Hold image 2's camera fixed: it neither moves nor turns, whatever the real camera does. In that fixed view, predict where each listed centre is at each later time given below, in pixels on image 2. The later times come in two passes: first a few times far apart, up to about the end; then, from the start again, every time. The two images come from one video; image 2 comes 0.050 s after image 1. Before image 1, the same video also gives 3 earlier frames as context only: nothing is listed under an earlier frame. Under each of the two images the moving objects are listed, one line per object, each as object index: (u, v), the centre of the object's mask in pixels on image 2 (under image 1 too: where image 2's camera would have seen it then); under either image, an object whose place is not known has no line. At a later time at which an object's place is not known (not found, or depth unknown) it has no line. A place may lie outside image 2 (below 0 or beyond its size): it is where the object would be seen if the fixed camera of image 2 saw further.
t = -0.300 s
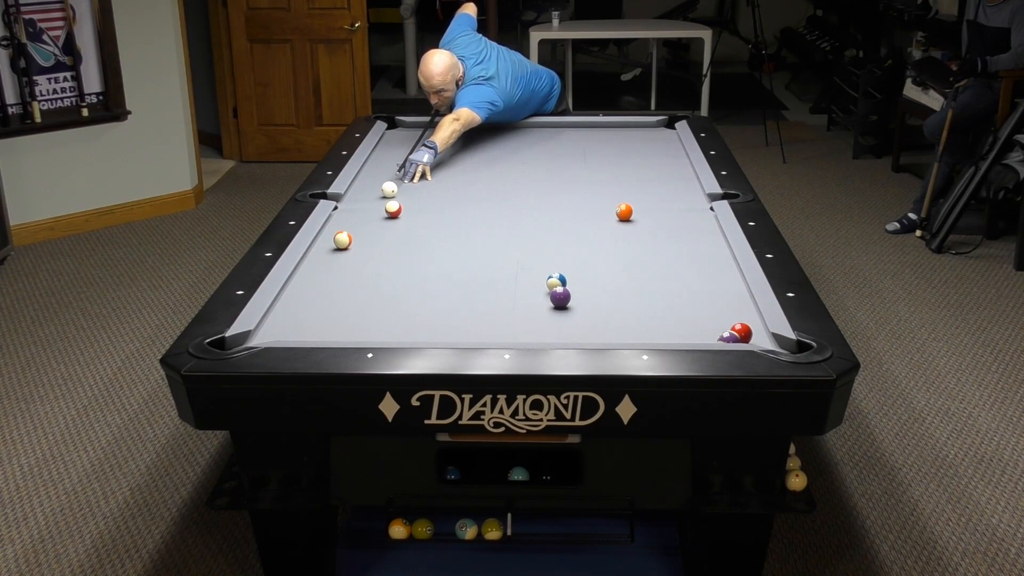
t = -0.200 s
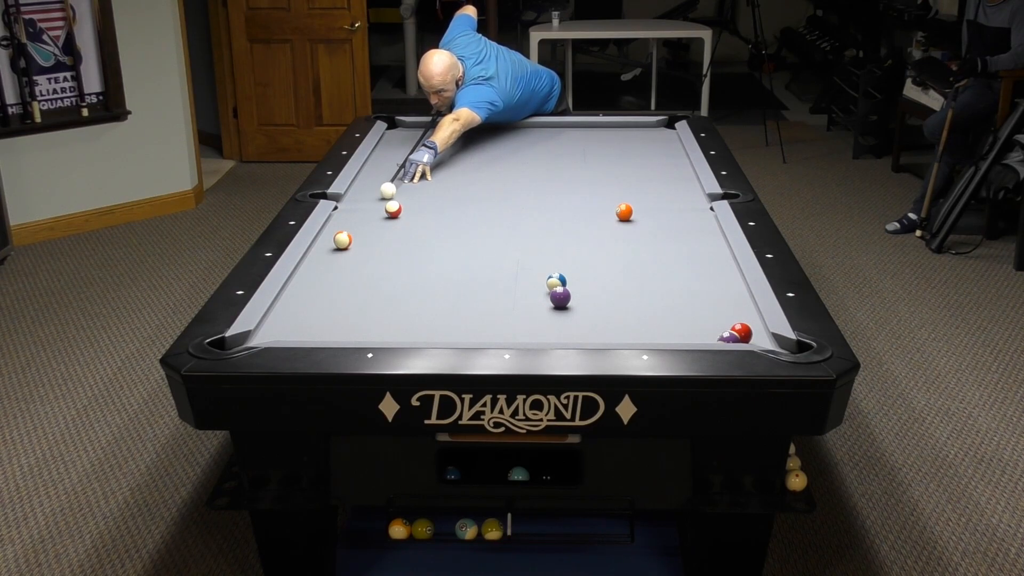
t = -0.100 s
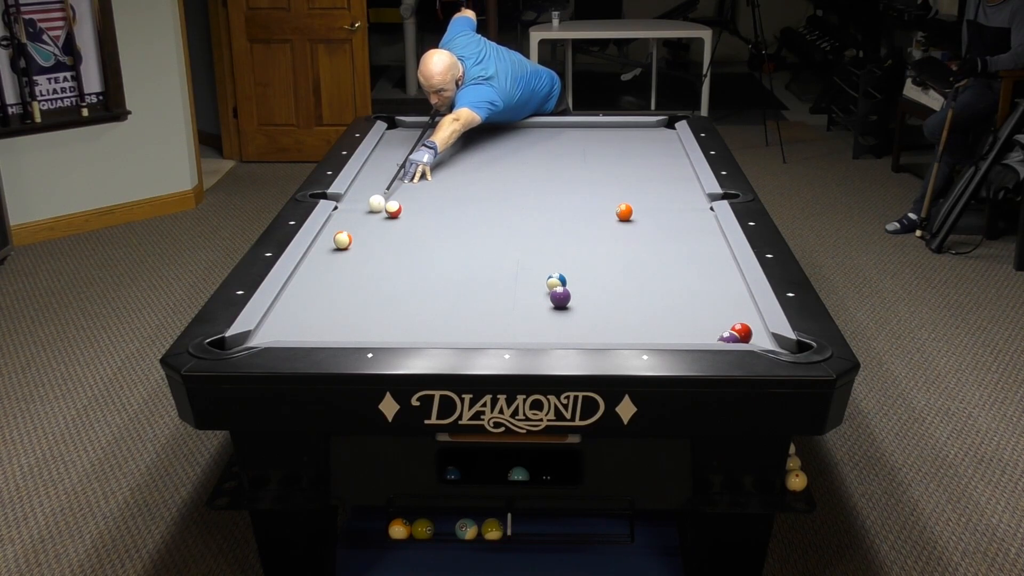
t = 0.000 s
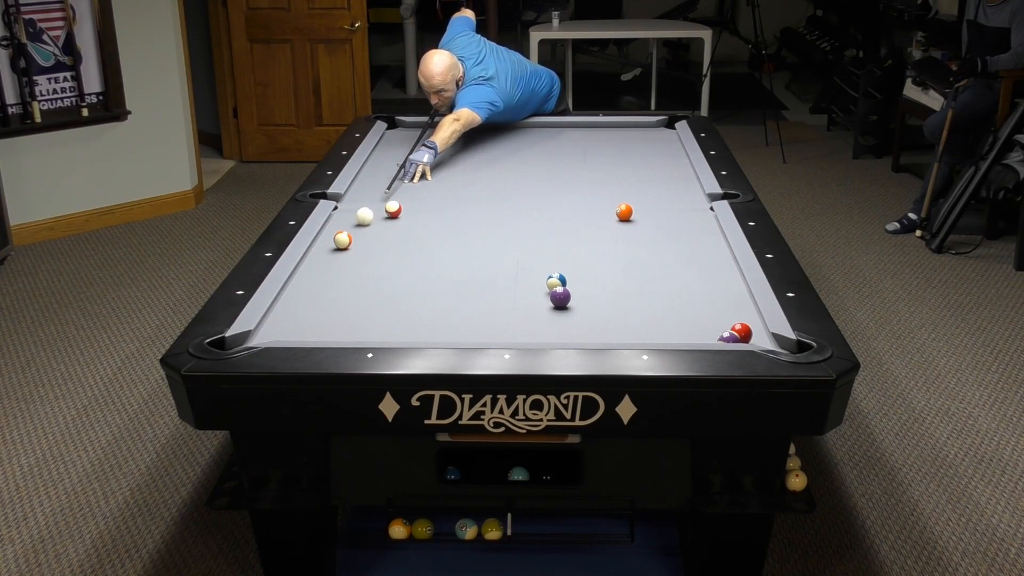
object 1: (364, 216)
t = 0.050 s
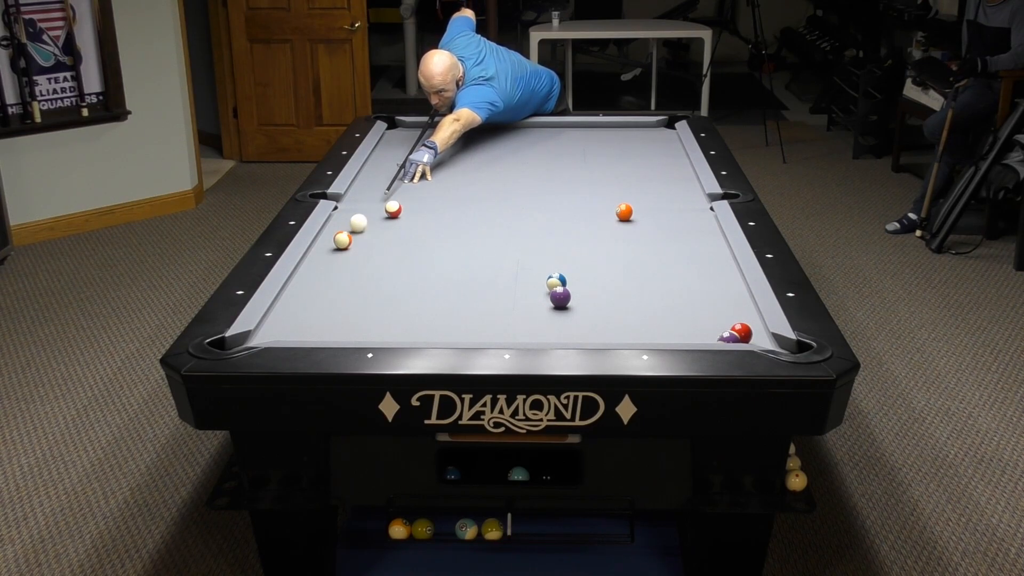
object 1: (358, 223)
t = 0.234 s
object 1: (346, 235)
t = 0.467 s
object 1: (337, 243)
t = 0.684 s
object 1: (329, 251)
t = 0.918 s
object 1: (319, 260)
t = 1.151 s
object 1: (309, 269)
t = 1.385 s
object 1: (300, 277)
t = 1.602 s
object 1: (295, 285)
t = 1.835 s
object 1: (293, 292)
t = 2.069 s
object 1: (291, 300)
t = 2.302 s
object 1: (289, 307)
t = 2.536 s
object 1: (287, 313)
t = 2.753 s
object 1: (285, 319)
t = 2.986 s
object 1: (283, 325)
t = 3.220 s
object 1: (281, 330)
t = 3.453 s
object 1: (279, 333)
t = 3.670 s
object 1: (278, 335)
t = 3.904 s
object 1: (277, 335)
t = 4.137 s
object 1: (277, 334)
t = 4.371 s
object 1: (276, 334)
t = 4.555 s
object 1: (276, 334)
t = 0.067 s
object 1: (356, 225)
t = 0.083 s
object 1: (354, 227)
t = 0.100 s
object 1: (352, 229)
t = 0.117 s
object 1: (351, 230)
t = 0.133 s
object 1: (350, 231)
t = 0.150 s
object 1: (349, 232)
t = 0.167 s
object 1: (348, 233)
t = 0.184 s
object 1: (347, 234)
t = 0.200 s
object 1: (346, 235)
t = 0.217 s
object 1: (346, 235)
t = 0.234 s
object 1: (346, 235)
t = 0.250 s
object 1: (345, 236)
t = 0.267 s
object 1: (345, 236)
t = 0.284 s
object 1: (344, 236)
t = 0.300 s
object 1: (344, 237)
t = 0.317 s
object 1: (343, 237)
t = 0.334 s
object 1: (342, 238)
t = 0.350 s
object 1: (342, 238)
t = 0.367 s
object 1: (341, 239)
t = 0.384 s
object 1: (340, 240)
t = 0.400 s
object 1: (340, 240)
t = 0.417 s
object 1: (339, 241)
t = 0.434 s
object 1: (339, 242)
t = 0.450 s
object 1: (338, 242)
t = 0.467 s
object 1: (337, 243)
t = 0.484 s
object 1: (336, 243)
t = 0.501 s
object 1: (336, 244)
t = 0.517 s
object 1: (335, 245)
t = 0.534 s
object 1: (334, 245)
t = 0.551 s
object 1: (334, 246)
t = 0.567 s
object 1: (333, 247)
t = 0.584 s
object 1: (333, 247)
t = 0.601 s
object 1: (332, 248)
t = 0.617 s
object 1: (331, 249)
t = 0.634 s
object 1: (331, 249)
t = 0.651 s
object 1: (330, 250)
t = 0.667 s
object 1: (329, 250)
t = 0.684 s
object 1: (329, 251)
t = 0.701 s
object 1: (328, 252)
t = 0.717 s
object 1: (327, 252)
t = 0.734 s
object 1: (327, 253)
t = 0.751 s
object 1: (326, 254)
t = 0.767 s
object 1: (325, 254)
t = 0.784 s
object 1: (324, 255)
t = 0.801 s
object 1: (324, 255)
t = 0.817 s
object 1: (323, 256)
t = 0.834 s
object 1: (322, 257)
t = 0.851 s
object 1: (322, 257)
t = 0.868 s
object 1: (321, 258)
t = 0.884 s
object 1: (320, 259)
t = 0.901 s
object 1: (320, 259)
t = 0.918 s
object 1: (319, 260)
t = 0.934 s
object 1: (318, 260)
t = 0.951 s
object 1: (318, 261)
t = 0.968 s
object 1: (317, 262)
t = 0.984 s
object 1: (316, 262)
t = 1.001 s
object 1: (316, 263)
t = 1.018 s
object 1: (315, 264)
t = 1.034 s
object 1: (314, 264)
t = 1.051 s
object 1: (314, 265)
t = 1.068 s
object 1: (313, 266)
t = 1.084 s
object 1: (312, 266)
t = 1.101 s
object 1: (312, 267)
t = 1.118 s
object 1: (311, 267)
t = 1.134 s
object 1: (310, 268)
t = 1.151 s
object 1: (309, 269)
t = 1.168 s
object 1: (309, 269)
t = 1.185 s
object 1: (308, 270)
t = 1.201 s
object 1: (308, 270)
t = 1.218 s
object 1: (307, 271)
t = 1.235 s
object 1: (306, 272)
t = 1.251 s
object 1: (306, 272)
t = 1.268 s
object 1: (305, 273)
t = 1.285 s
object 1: (304, 273)
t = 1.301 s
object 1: (304, 274)
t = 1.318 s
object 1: (303, 275)
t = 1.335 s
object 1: (302, 275)
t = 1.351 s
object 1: (302, 276)
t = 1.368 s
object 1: (301, 276)
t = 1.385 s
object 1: (300, 277)
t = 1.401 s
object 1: (300, 278)
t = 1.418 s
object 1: (299, 278)
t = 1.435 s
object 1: (299, 279)
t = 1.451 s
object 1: (298, 279)
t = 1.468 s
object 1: (297, 280)
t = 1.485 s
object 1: (297, 281)
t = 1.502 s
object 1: (296, 281)
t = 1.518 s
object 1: (296, 282)
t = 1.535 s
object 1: (296, 282)
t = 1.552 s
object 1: (296, 283)
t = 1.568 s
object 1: (295, 284)
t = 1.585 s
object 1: (295, 284)
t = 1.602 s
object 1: (295, 285)
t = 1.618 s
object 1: (295, 285)
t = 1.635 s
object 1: (295, 286)
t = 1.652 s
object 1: (294, 286)
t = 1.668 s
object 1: (294, 287)
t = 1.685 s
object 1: (294, 287)
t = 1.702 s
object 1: (294, 288)
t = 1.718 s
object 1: (294, 288)
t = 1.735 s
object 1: (294, 289)
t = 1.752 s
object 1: (293, 289)
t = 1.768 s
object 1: (293, 290)
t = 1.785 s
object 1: (293, 291)
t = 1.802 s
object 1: (293, 291)
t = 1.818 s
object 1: (293, 292)
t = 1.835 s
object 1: (293, 292)
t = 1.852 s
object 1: (293, 293)
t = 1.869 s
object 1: (292, 293)
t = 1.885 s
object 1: (292, 294)
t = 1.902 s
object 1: (292, 294)
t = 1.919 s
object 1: (292, 295)
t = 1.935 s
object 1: (292, 295)
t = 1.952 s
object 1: (292, 296)
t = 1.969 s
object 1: (292, 296)
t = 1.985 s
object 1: (291, 297)
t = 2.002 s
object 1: (291, 297)
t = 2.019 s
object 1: (291, 298)
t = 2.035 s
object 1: (291, 298)
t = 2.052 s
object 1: (291, 299)
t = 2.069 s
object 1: (291, 300)
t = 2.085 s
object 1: (291, 300)
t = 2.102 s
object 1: (290, 301)
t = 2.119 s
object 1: (290, 301)
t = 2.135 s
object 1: (290, 302)
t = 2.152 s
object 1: (290, 302)
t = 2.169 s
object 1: (290, 303)
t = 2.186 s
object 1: (290, 303)
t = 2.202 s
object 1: (290, 304)
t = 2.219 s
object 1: (290, 304)
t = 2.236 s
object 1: (289, 305)
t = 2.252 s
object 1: (289, 305)
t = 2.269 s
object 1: (289, 306)
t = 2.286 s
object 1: (289, 306)
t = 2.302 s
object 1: (289, 307)
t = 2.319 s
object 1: (289, 307)
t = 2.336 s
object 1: (289, 308)
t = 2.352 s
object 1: (288, 308)
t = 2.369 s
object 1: (288, 309)
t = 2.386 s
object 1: (288, 309)
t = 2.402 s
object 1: (288, 310)
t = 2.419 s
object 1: (288, 310)
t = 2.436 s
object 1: (288, 310)
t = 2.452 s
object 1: (288, 311)
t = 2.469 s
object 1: (288, 311)
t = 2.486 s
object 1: (288, 312)
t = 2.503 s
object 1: (287, 312)
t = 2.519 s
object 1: (287, 313)
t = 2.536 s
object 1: (287, 313)
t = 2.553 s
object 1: (287, 314)
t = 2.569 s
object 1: (287, 314)
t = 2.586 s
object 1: (287, 315)
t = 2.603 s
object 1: (287, 315)
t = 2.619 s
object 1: (287, 316)
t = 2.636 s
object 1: (286, 316)
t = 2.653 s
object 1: (286, 317)
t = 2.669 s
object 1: (286, 317)
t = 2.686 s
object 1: (286, 317)
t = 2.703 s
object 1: (286, 318)
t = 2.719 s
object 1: (286, 318)
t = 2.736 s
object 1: (286, 319)
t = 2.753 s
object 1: (285, 319)
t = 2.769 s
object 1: (285, 320)
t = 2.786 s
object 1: (285, 320)
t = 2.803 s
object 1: (285, 321)
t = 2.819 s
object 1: (285, 321)
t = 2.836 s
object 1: (285, 322)
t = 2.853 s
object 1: (285, 322)
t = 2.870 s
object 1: (284, 322)
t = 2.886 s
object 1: (284, 323)
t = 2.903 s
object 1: (284, 323)
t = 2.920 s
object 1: (284, 324)
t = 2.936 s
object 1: (284, 324)
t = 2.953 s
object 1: (284, 324)
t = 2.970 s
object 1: (284, 325)
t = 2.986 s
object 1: (283, 325)
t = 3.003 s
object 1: (283, 326)
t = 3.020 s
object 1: (283, 326)
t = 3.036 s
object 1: (283, 327)
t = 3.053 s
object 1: (283, 327)
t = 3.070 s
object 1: (283, 327)
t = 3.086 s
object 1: (283, 328)
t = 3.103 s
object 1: (283, 328)
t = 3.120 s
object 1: (282, 328)
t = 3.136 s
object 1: (282, 328)
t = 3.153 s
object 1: (282, 329)
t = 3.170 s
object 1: (282, 329)
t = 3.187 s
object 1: (282, 329)
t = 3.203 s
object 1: (282, 330)
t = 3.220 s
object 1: (281, 330)
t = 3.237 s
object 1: (281, 330)
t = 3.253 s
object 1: (281, 330)
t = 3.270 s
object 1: (281, 331)
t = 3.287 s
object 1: (281, 331)
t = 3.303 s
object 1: (281, 331)
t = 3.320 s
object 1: (280, 331)
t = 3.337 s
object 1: (280, 332)
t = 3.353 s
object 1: (280, 332)
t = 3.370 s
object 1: (280, 332)
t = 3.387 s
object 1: (280, 332)
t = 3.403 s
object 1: (280, 332)
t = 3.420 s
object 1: (280, 333)
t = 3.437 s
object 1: (280, 333)
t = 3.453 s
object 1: (279, 333)
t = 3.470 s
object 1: (279, 333)
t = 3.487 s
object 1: (279, 333)
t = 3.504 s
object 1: (279, 334)
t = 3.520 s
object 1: (279, 334)
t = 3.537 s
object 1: (279, 334)
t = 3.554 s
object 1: (279, 334)
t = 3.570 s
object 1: (278, 334)
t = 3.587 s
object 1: (278, 335)
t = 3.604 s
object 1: (278, 335)
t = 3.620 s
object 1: (278, 335)
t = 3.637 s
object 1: (278, 335)
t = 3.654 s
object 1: (278, 335)
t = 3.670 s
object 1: (278, 335)
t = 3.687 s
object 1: (278, 335)
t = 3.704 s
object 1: (278, 335)
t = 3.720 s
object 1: (278, 335)
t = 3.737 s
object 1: (278, 335)
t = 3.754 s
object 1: (277, 335)
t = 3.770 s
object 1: (277, 335)
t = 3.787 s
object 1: (277, 335)
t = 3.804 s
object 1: (277, 335)
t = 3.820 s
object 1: (277, 335)
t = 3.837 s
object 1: (277, 335)
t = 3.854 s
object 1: (277, 335)
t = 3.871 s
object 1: (277, 335)
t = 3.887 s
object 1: (277, 335)
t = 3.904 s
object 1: (277, 335)
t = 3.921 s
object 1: (277, 334)
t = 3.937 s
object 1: (277, 334)
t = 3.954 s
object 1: (277, 334)
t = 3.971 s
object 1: (277, 334)
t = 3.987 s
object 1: (277, 334)
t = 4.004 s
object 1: (277, 334)
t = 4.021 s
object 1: (277, 334)
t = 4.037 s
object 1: (277, 334)
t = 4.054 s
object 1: (277, 334)
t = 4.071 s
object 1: (277, 334)
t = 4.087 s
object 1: (277, 334)
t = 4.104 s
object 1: (277, 334)
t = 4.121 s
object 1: (277, 334)
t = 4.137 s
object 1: (277, 334)
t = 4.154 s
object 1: (277, 334)
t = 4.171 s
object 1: (277, 334)
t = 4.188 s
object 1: (277, 334)
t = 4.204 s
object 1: (277, 334)
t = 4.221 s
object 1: (277, 334)
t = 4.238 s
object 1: (277, 334)
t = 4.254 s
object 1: (276, 334)
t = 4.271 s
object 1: (276, 334)
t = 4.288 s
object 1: (276, 334)
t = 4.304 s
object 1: (276, 334)
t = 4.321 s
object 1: (276, 334)
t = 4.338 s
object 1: (276, 334)
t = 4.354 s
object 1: (276, 334)
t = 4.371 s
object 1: (276, 334)
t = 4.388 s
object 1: (276, 334)
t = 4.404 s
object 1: (276, 334)
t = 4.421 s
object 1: (276, 334)
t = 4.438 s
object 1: (276, 334)
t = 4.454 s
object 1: (276, 334)
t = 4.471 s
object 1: (276, 334)
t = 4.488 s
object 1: (276, 334)
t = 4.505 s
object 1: (276, 334)
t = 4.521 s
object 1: (276, 334)
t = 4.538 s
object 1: (276, 334)
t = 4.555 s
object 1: (276, 334)
